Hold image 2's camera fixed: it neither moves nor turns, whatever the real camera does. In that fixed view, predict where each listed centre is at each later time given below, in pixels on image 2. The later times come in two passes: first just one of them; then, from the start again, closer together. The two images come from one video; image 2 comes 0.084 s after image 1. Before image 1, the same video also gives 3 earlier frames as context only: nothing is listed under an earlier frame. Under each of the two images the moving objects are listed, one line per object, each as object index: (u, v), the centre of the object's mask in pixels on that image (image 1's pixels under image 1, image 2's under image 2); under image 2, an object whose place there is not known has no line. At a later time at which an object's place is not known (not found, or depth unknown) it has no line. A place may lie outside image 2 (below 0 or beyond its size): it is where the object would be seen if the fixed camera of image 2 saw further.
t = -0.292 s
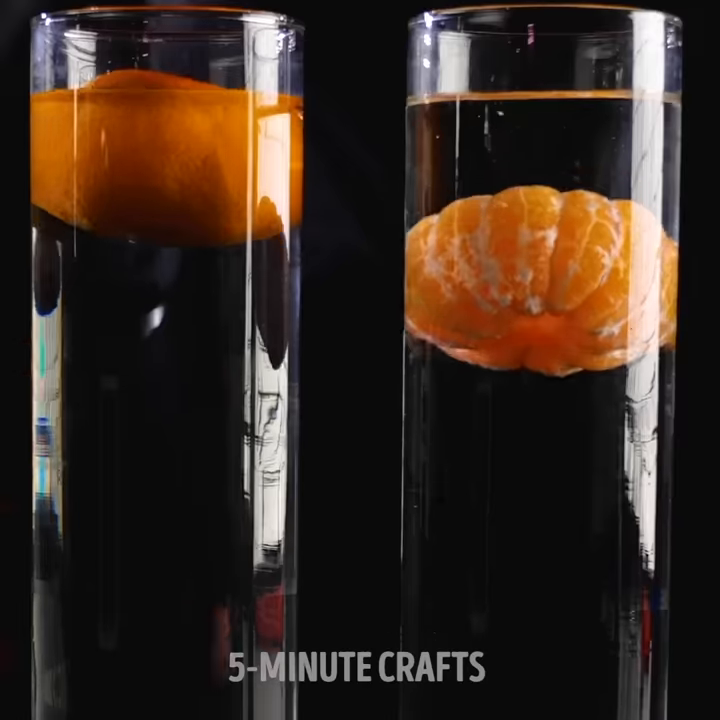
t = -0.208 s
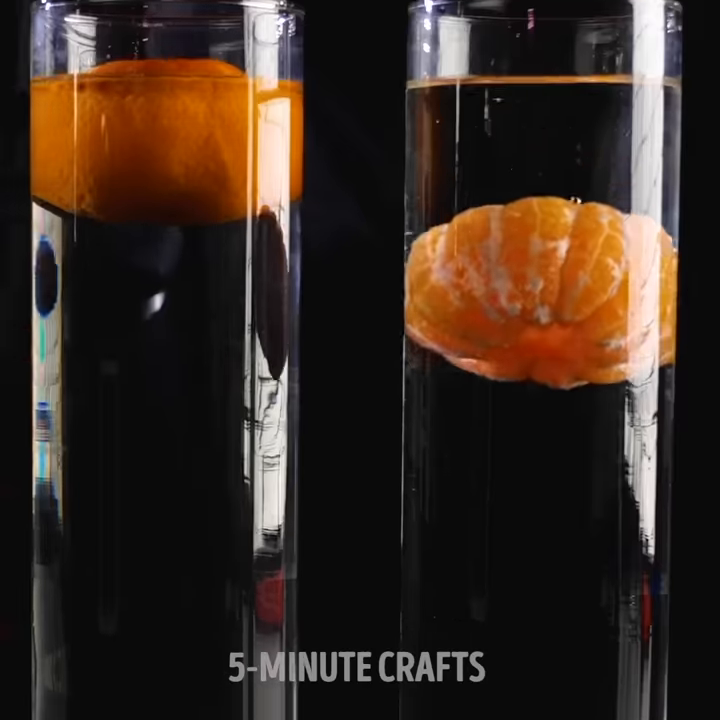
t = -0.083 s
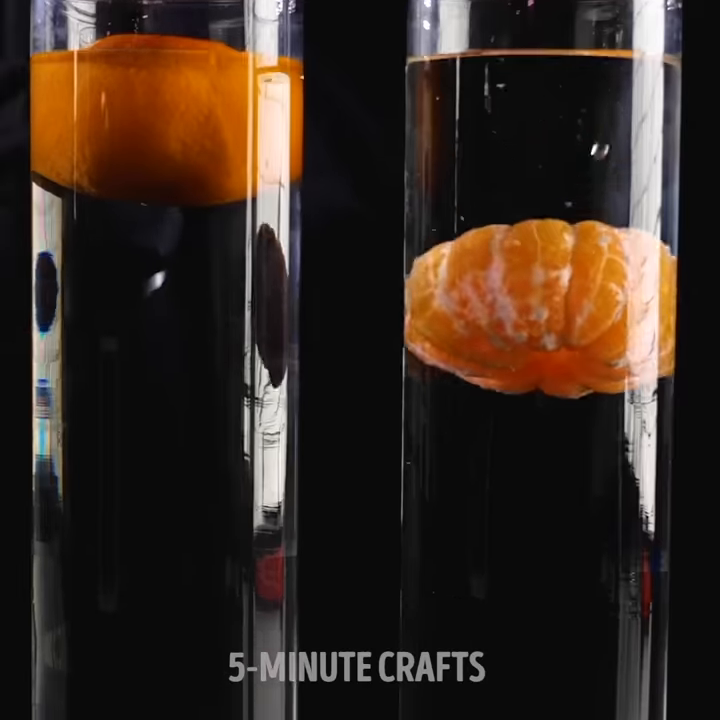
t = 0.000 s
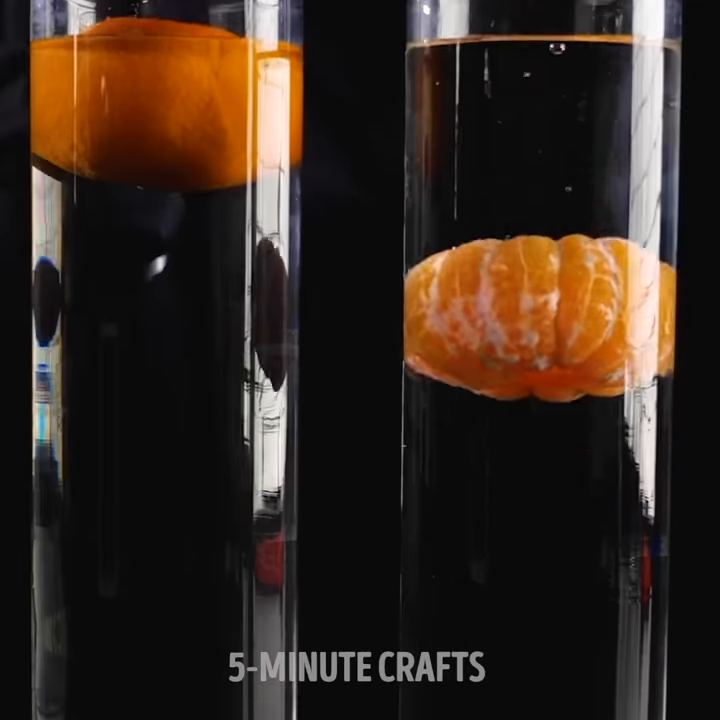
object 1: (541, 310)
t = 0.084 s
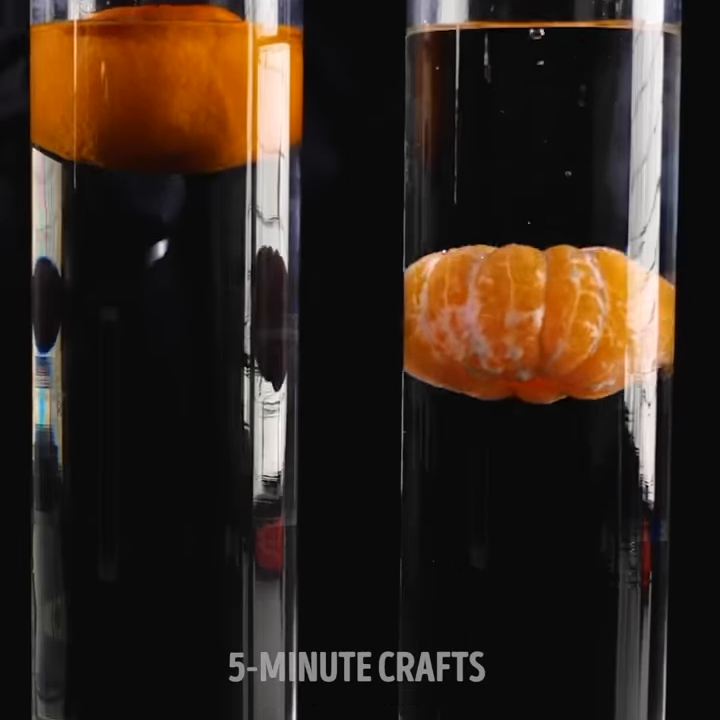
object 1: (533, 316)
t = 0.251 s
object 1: (536, 355)
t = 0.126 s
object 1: (531, 328)
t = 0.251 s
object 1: (536, 355)
